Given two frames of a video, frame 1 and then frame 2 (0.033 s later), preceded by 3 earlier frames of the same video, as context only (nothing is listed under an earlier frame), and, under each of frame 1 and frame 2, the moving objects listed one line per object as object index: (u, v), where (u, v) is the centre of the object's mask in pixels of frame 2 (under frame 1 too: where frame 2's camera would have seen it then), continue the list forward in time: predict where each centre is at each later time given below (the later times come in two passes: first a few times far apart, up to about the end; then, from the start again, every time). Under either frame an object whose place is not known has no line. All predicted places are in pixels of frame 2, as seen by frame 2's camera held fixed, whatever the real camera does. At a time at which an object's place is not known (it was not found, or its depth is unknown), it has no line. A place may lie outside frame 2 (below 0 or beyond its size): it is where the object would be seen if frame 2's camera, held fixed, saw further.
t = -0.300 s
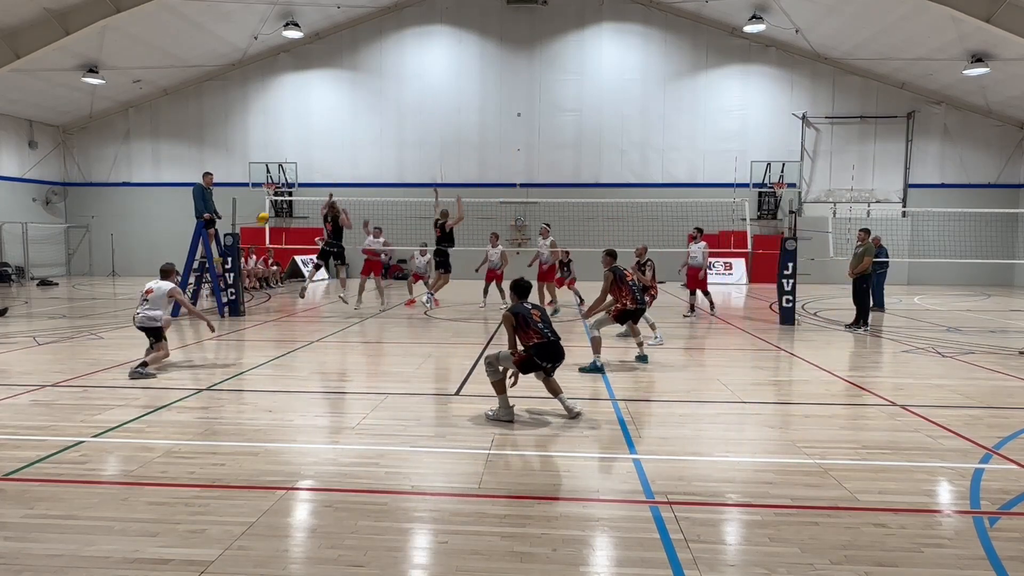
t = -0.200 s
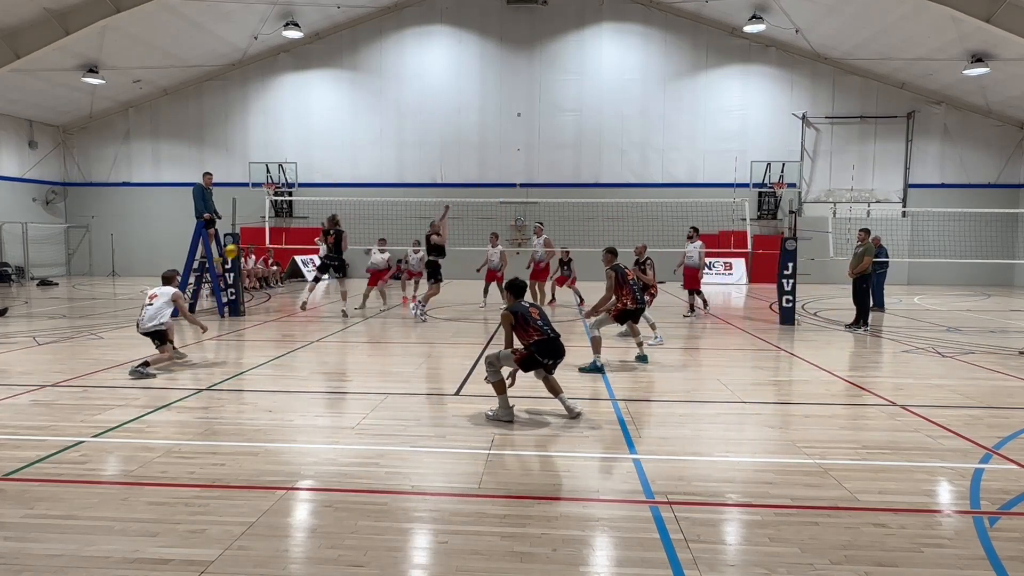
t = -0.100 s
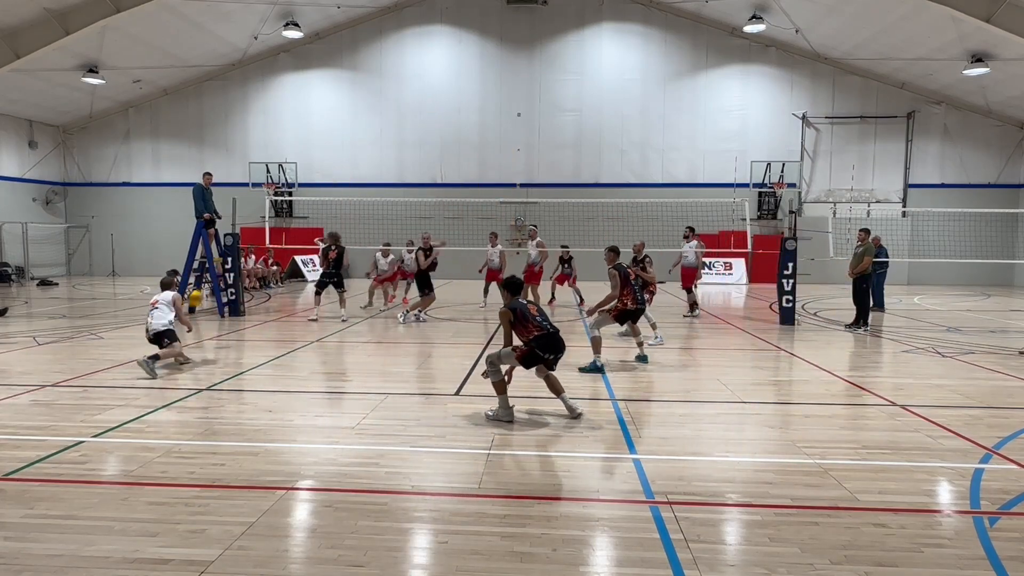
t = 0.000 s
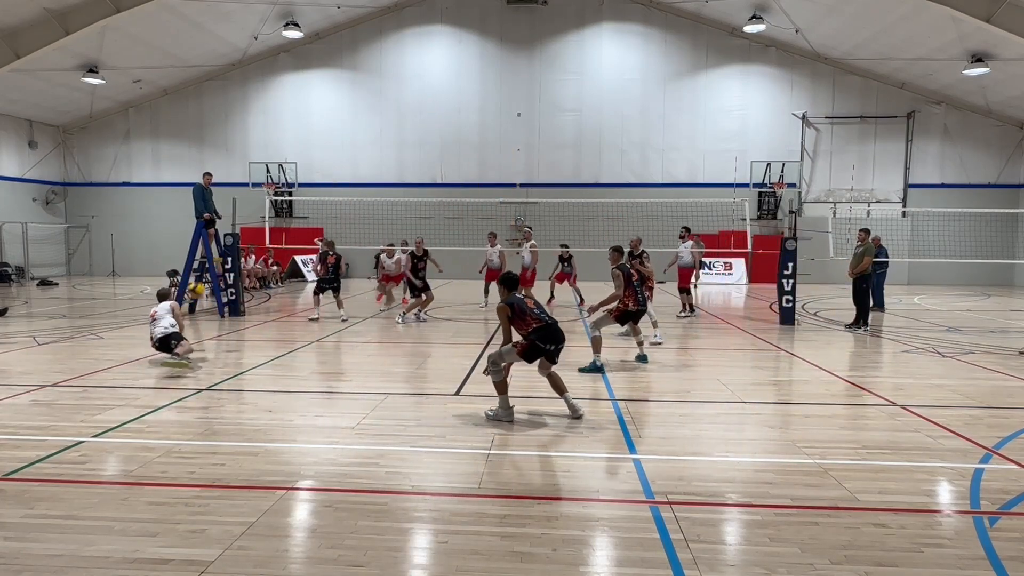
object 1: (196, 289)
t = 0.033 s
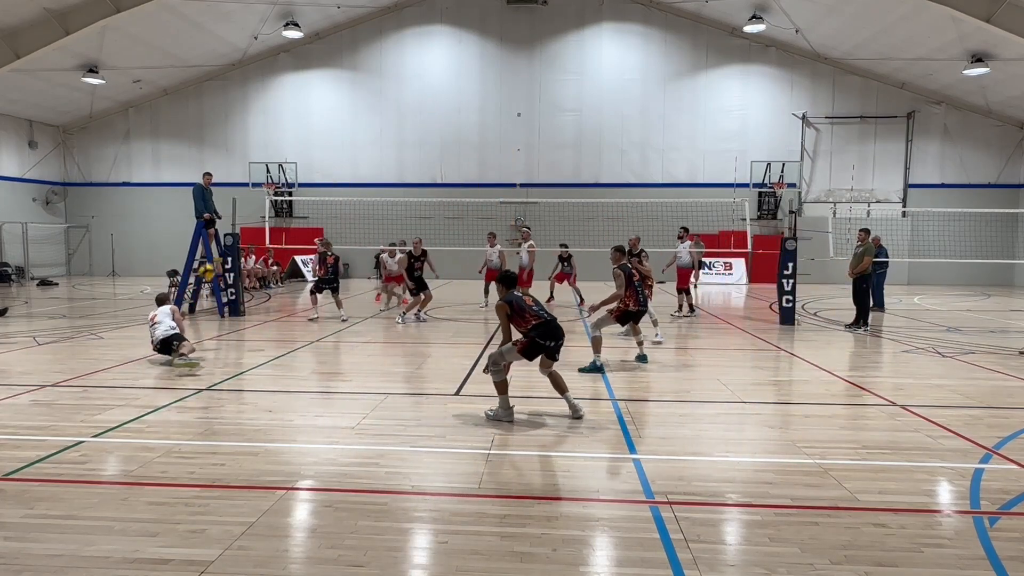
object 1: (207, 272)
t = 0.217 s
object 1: (266, 188)
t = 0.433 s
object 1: (330, 124)
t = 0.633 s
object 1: (385, 96)
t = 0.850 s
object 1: (442, 95)
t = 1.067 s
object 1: (494, 123)
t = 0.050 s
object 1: (214, 261)
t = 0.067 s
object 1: (218, 255)
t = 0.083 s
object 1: (224, 246)
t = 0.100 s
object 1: (229, 238)
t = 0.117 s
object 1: (235, 230)
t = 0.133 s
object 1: (241, 221)
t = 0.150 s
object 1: (246, 215)
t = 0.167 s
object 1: (251, 208)
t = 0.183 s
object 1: (256, 200)
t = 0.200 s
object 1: (261, 195)
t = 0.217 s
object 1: (266, 188)
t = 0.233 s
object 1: (271, 182)
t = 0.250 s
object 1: (276, 177)
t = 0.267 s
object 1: (281, 170)
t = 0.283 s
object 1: (286, 165)
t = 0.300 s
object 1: (291, 159)
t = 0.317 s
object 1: (296, 154)
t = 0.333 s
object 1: (301, 150)
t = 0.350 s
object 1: (306, 145)
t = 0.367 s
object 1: (311, 140)
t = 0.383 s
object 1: (316, 136)
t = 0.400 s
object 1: (321, 132)
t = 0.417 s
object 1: (326, 128)
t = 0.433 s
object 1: (330, 124)
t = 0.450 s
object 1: (335, 121)
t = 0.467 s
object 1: (339, 118)
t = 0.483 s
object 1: (344, 115)
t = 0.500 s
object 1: (349, 112)
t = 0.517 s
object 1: (354, 110)
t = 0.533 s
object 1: (358, 107)
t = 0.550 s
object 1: (363, 105)
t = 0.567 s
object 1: (367, 103)
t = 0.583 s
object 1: (372, 100)
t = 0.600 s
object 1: (376, 99)
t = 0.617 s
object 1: (381, 97)
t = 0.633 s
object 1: (385, 96)
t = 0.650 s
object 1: (390, 95)
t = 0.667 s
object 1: (394, 94)
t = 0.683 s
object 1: (399, 94)
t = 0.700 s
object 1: (403, 93)
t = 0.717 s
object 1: (407, 92)
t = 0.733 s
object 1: (412, 92)
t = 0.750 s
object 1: (416, 92)
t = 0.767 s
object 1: (420, 92)
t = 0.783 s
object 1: (425, 93)
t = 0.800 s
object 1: (429, 93)
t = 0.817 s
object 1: (433, 94)
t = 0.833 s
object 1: (437, 95)
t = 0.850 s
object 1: (442, 95)
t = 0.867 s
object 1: (446, 97)
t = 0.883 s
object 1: (450, 98)
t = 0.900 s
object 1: (454, 100)
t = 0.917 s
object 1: (458, 101)
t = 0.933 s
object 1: (462, 103)
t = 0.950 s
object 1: (466, 105)
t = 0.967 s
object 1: (470, 107)
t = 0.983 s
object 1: (474, 109)
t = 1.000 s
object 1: (478, 112)
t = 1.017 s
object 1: (482, 114)
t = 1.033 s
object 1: (486, 118)
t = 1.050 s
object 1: (490, 120)
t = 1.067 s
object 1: (494, 123)
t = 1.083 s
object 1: (497, 126)
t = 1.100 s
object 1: (502, 130)
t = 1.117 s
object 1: (505, 133)
